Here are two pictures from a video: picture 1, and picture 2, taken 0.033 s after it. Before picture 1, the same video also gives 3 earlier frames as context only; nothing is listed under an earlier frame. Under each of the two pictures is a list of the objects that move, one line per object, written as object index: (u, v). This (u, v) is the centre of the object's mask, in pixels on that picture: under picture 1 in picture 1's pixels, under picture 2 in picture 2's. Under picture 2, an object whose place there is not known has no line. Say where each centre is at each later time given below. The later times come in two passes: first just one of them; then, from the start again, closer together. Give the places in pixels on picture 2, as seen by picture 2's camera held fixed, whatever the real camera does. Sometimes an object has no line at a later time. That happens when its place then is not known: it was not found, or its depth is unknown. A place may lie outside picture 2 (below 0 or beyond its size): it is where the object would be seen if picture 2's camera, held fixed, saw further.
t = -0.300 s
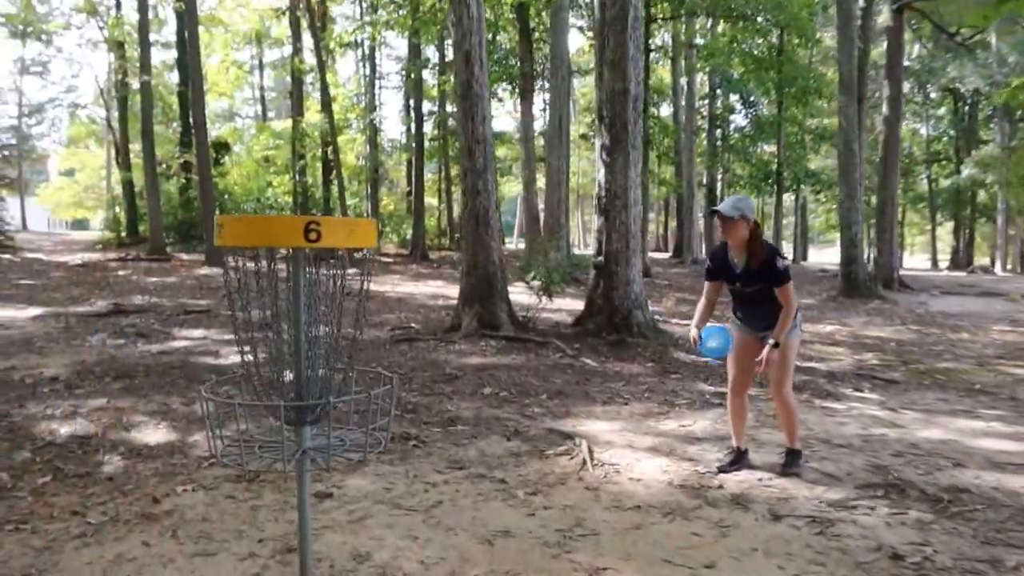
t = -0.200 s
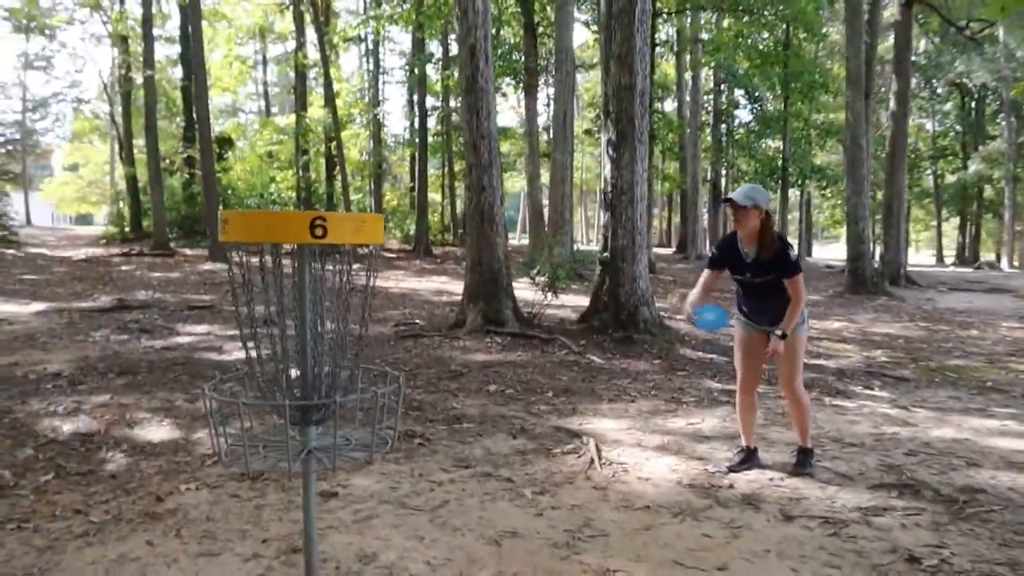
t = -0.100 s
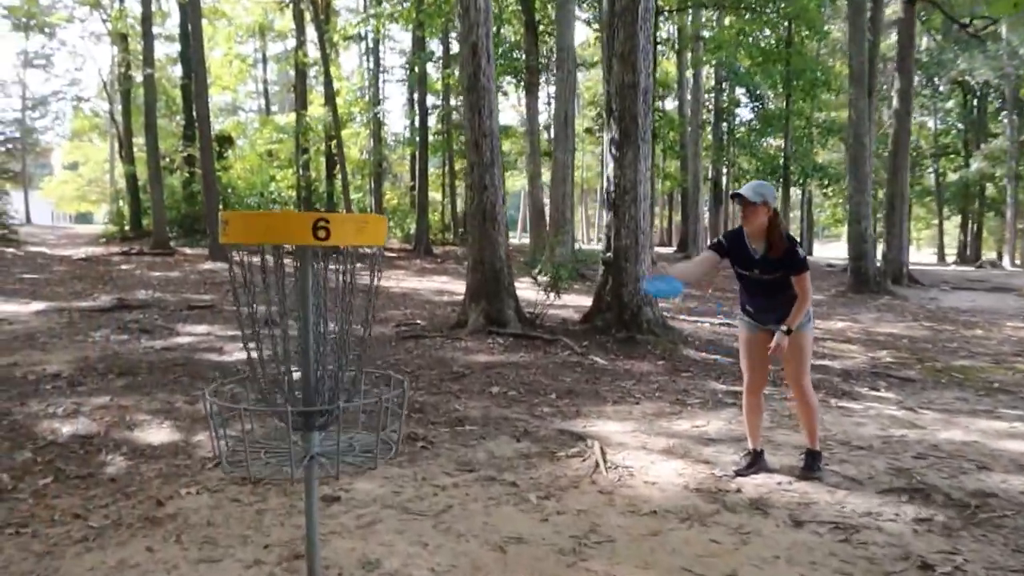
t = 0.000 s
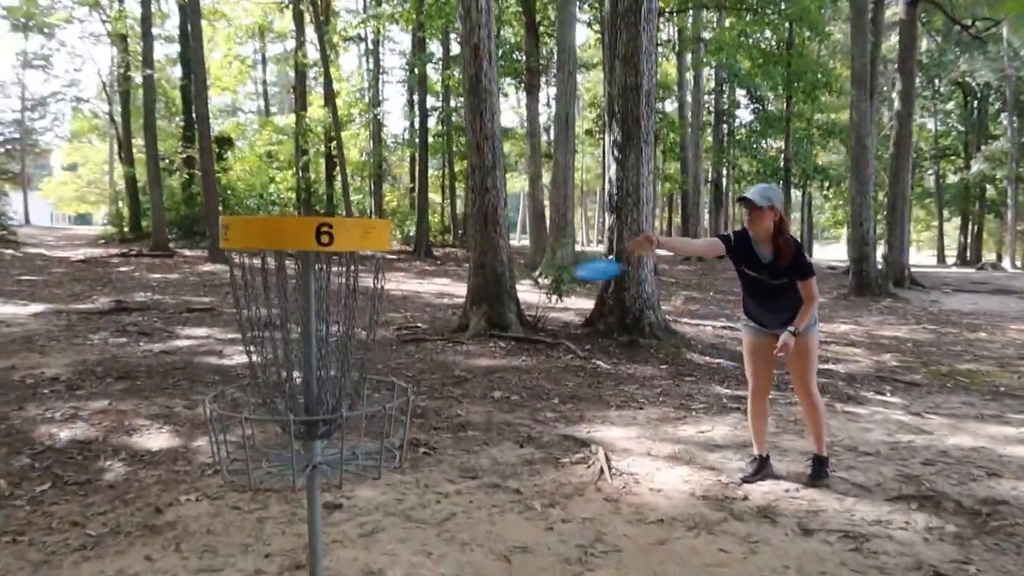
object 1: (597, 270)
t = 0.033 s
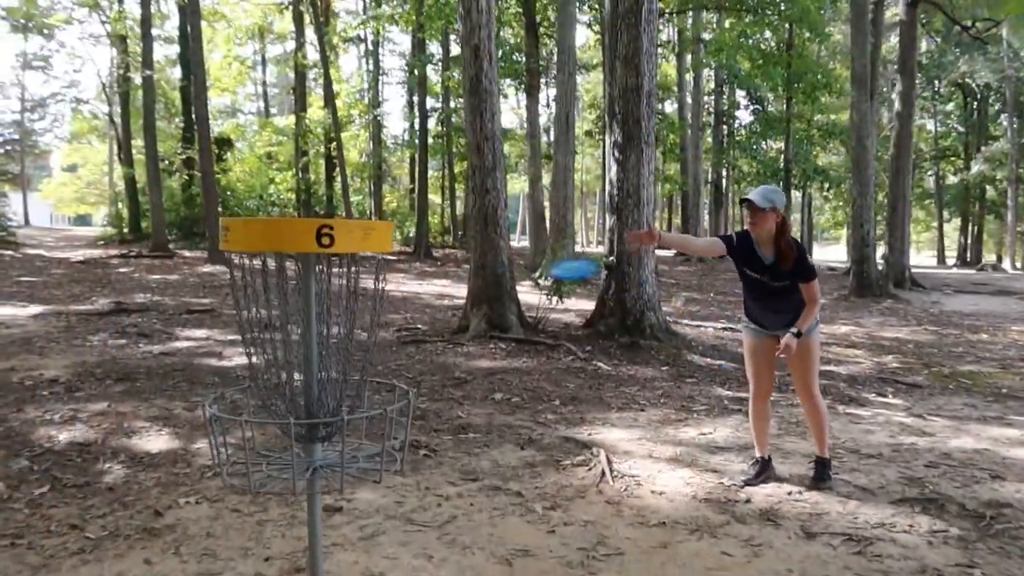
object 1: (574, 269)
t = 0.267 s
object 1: (377, 331)
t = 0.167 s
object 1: (457, 291)
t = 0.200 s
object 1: (420, 306)
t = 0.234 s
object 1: (390, 321)
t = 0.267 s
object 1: (377, 331)
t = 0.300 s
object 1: (371, 340)
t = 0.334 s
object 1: (366, 349)
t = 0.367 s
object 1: (360, 360)
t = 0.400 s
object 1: (359, 374)
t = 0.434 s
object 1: (358, 387)
